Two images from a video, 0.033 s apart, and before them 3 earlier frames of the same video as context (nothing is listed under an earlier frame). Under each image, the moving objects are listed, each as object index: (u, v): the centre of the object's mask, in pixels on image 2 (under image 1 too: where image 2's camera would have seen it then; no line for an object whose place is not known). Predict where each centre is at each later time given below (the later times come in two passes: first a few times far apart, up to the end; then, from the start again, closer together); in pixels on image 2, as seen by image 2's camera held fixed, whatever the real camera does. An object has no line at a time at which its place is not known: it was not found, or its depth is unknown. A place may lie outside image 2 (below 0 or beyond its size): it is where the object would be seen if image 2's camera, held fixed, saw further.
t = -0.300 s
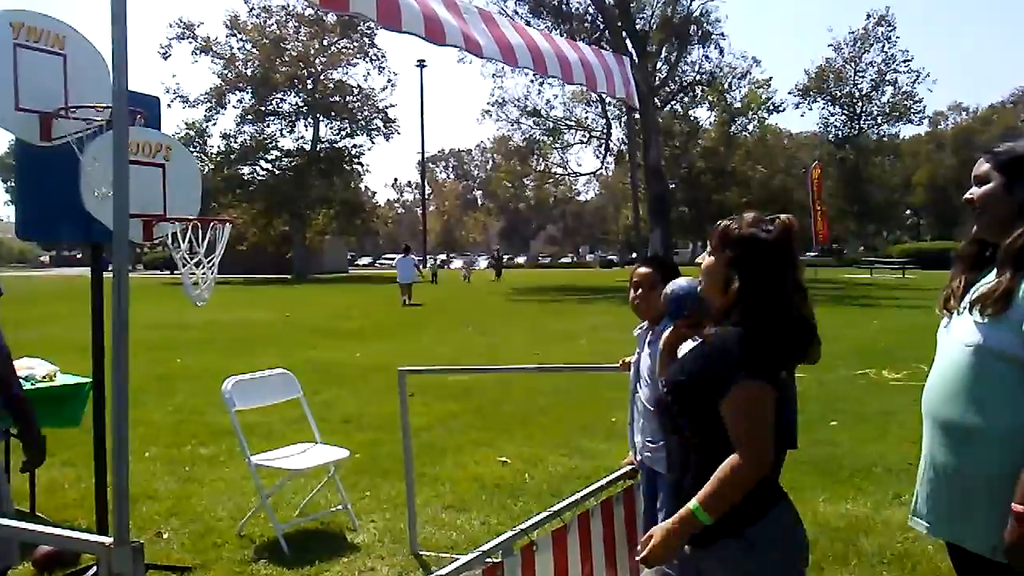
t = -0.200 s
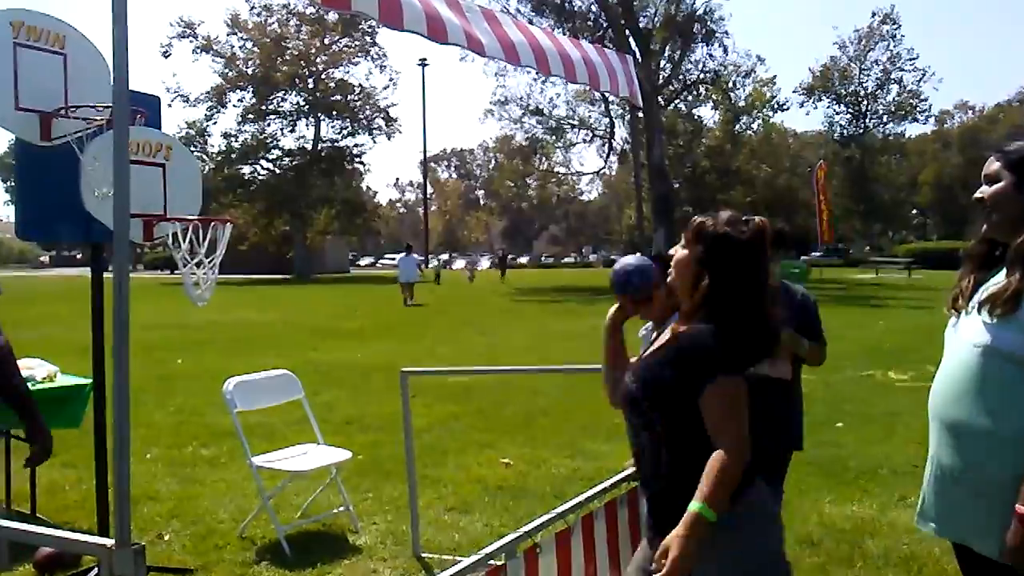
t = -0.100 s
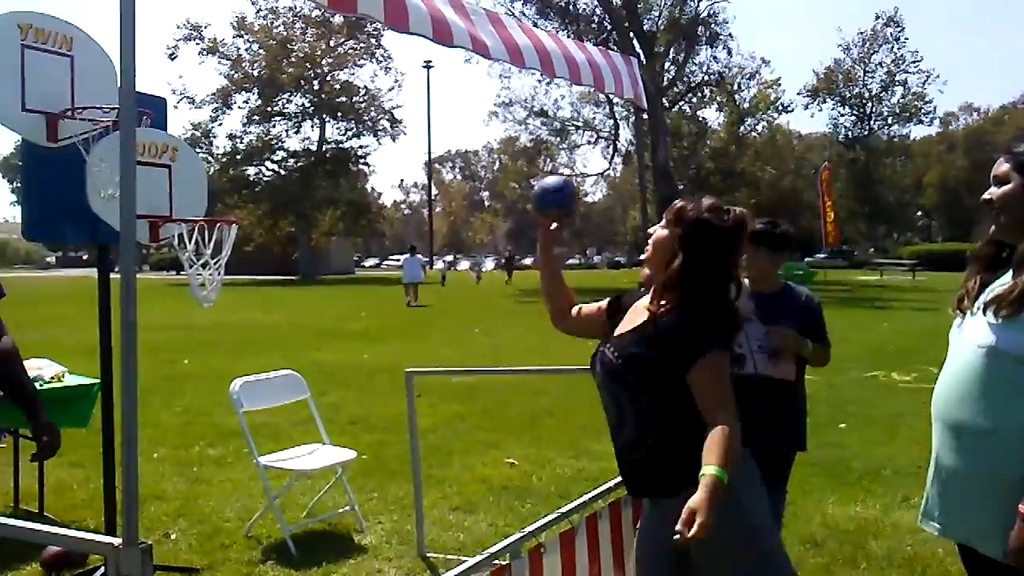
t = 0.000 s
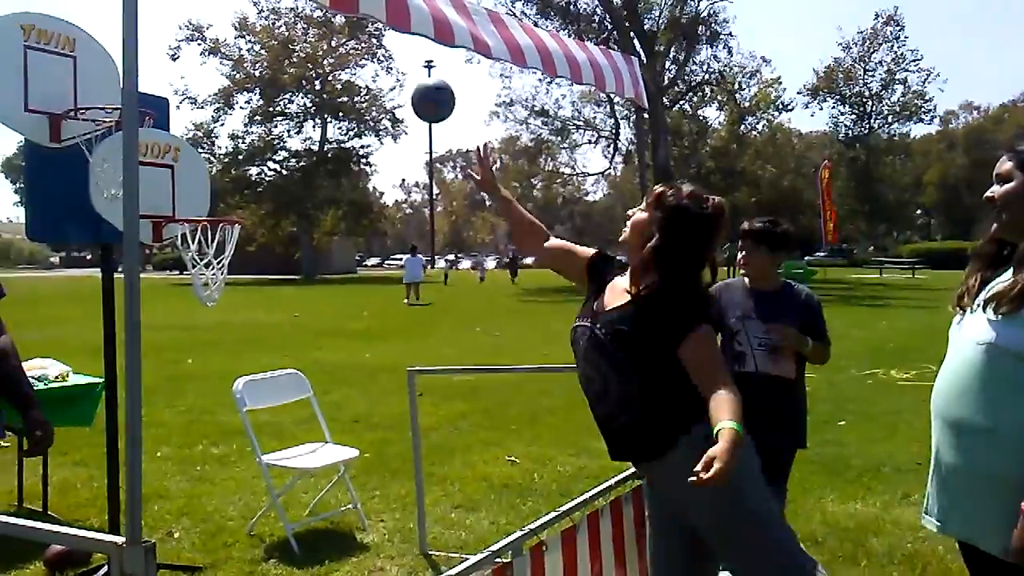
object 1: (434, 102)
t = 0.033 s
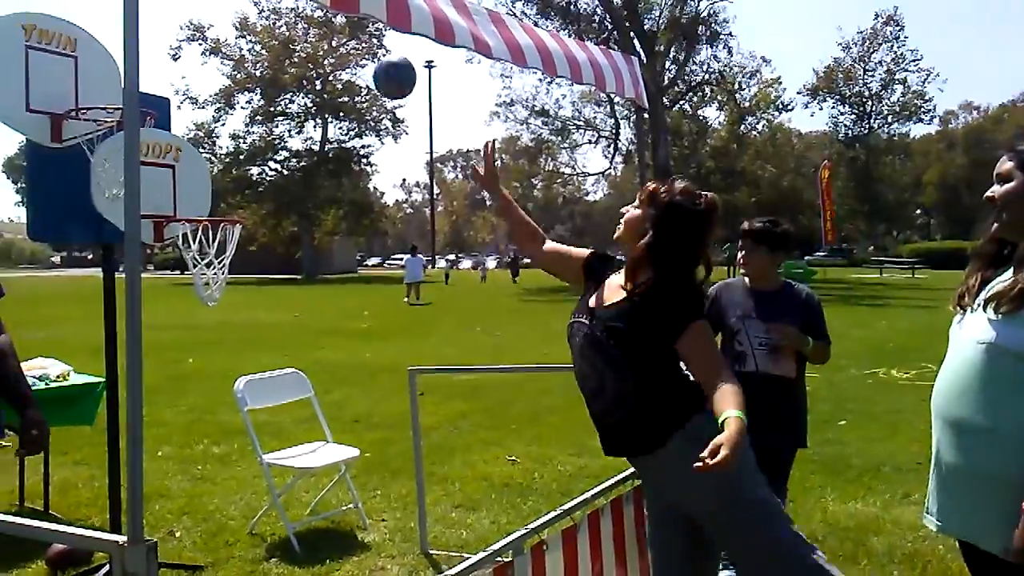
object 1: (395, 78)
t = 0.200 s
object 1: (220, 20)
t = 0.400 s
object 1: (99, 52)
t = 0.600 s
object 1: (218, 150)
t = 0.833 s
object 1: (365, 422)
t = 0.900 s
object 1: (410, 539)
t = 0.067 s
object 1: (356, 57)
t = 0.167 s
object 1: (253, 24)
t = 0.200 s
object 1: (220, 20)
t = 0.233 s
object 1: (188, 19)
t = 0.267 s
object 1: (158, 21)
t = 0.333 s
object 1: (102, 37)
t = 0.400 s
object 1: (99, 52)
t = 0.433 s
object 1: (112, 60)
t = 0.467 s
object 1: (147, 72)
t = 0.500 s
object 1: (158, 87)
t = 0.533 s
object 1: (177, 103)
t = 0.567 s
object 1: (197, 125)
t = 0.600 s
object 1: (218, 150)
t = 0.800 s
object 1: (343, 372)
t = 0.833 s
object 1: (365, 422)
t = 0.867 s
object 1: (387, 477)
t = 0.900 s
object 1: (410, 539)
